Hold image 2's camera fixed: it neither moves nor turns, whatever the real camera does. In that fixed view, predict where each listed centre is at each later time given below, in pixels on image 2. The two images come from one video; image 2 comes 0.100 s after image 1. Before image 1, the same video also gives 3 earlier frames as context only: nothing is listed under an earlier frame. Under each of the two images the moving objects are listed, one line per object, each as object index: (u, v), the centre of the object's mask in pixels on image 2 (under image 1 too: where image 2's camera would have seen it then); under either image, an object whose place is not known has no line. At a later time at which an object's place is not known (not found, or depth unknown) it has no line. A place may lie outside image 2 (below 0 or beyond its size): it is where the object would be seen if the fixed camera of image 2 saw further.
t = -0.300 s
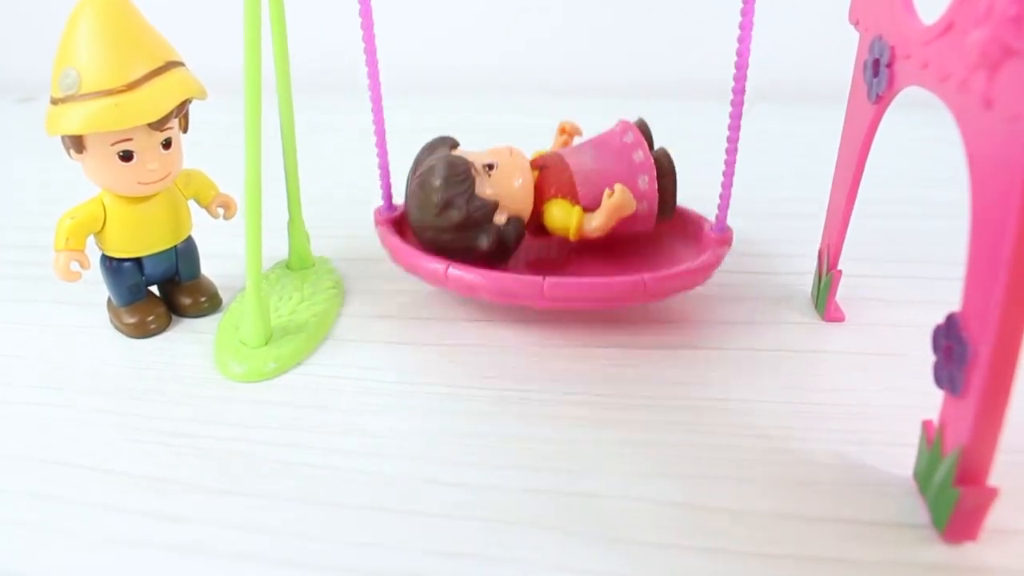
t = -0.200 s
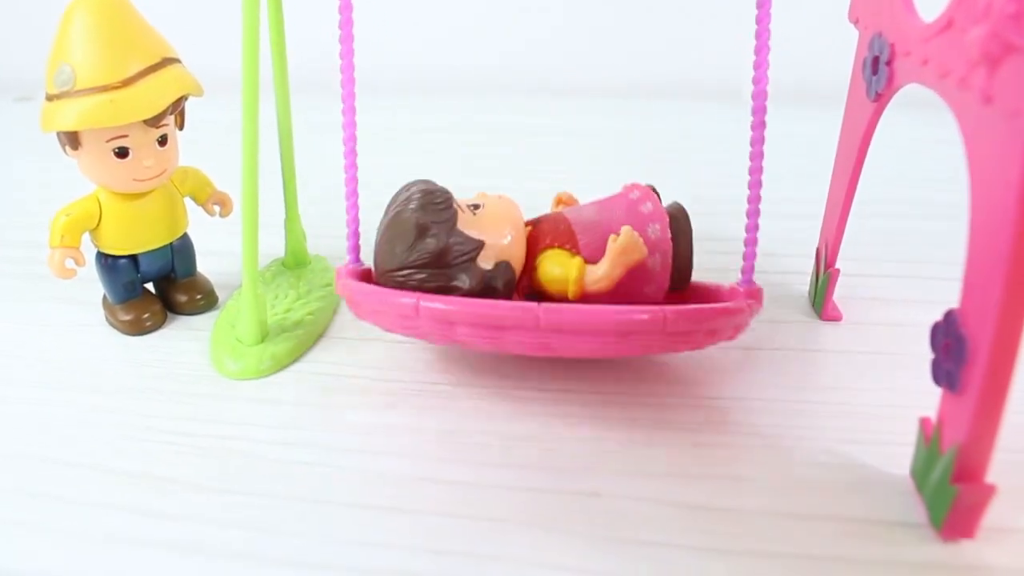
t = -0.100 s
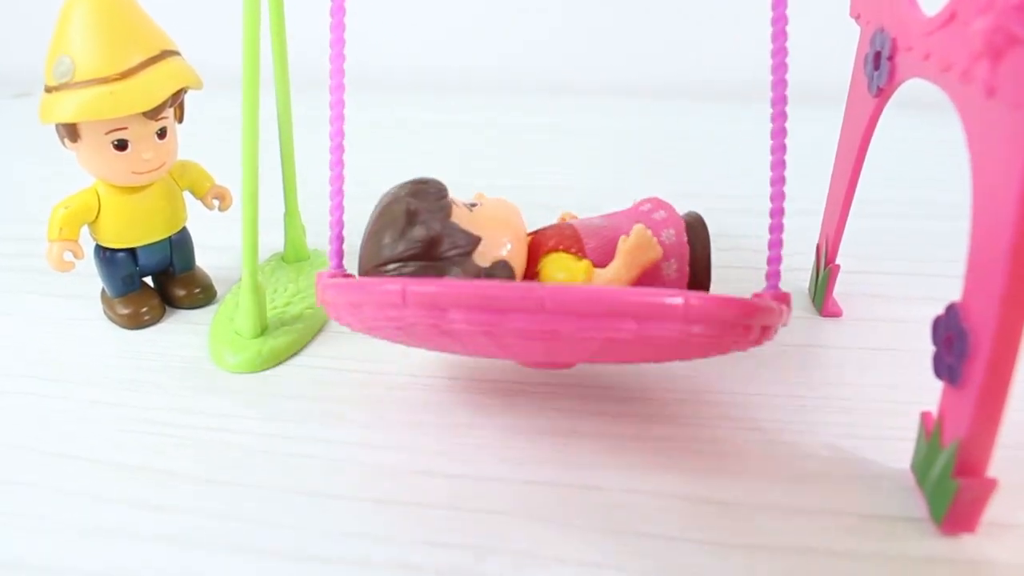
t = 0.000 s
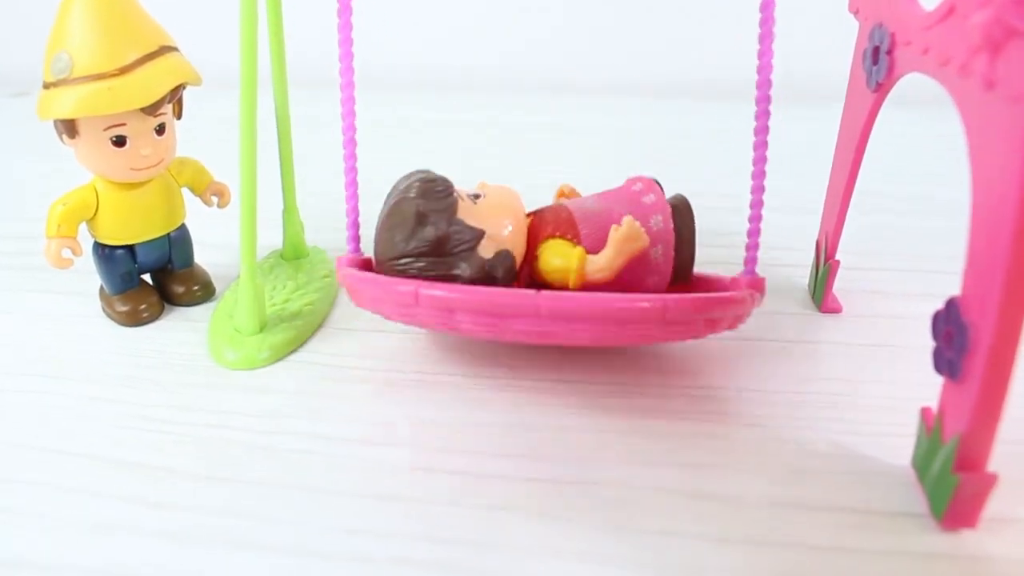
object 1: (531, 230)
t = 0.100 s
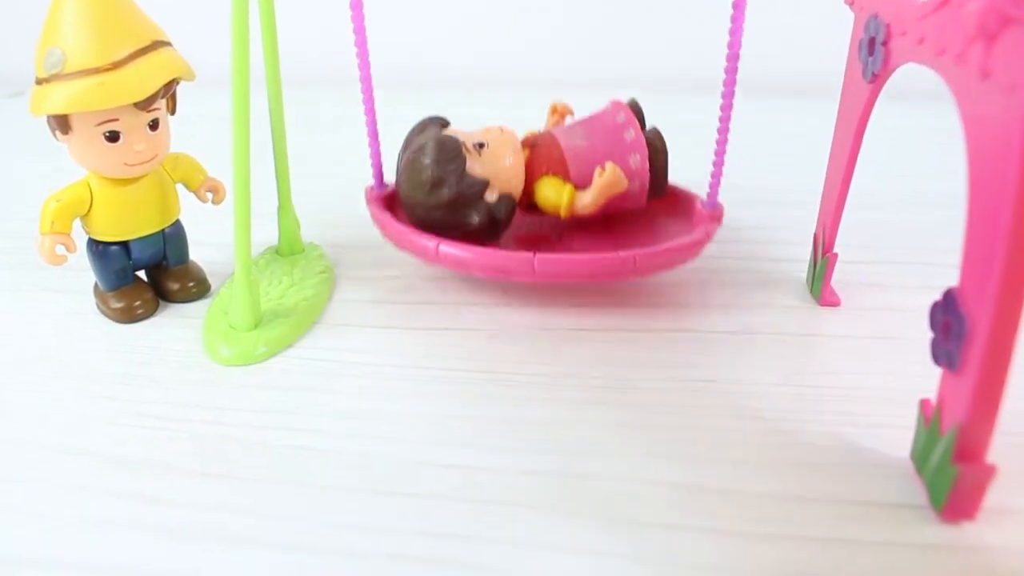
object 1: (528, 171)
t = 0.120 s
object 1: (529, 155)
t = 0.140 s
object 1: (531, 141)
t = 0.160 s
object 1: (533, 130)
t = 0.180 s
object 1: (534, 122)
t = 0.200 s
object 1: (536, 118)
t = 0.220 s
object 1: (537, 118)
